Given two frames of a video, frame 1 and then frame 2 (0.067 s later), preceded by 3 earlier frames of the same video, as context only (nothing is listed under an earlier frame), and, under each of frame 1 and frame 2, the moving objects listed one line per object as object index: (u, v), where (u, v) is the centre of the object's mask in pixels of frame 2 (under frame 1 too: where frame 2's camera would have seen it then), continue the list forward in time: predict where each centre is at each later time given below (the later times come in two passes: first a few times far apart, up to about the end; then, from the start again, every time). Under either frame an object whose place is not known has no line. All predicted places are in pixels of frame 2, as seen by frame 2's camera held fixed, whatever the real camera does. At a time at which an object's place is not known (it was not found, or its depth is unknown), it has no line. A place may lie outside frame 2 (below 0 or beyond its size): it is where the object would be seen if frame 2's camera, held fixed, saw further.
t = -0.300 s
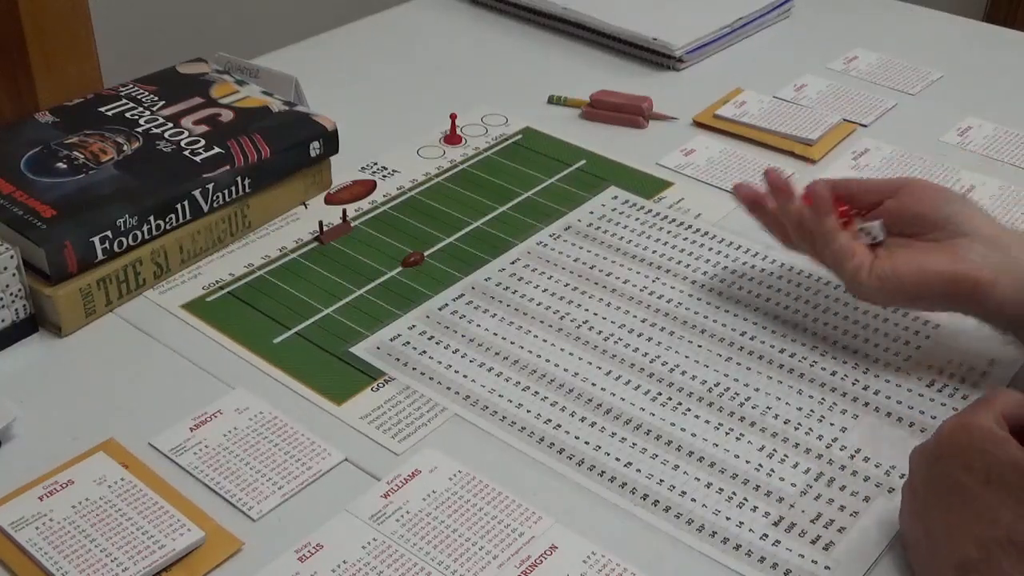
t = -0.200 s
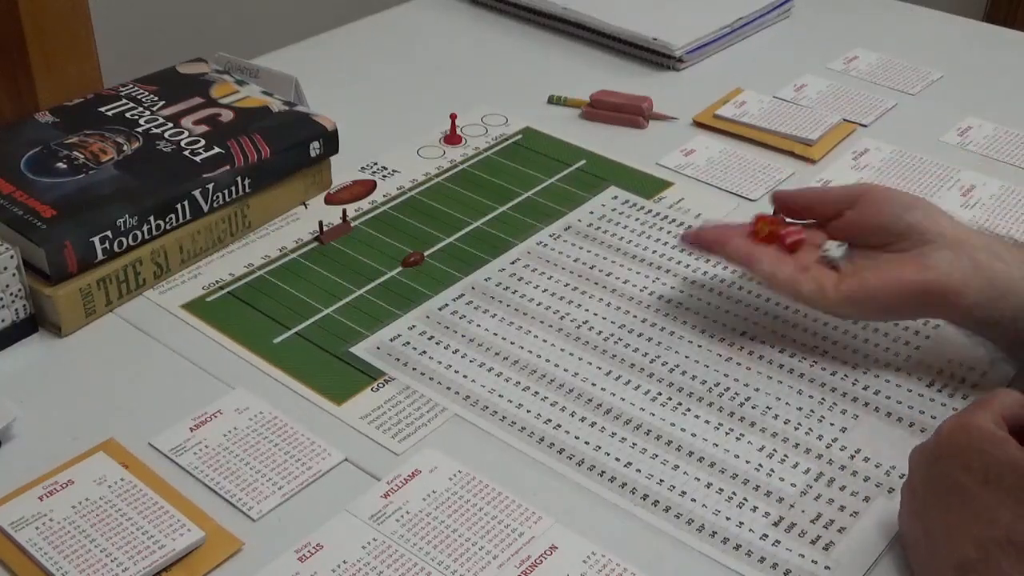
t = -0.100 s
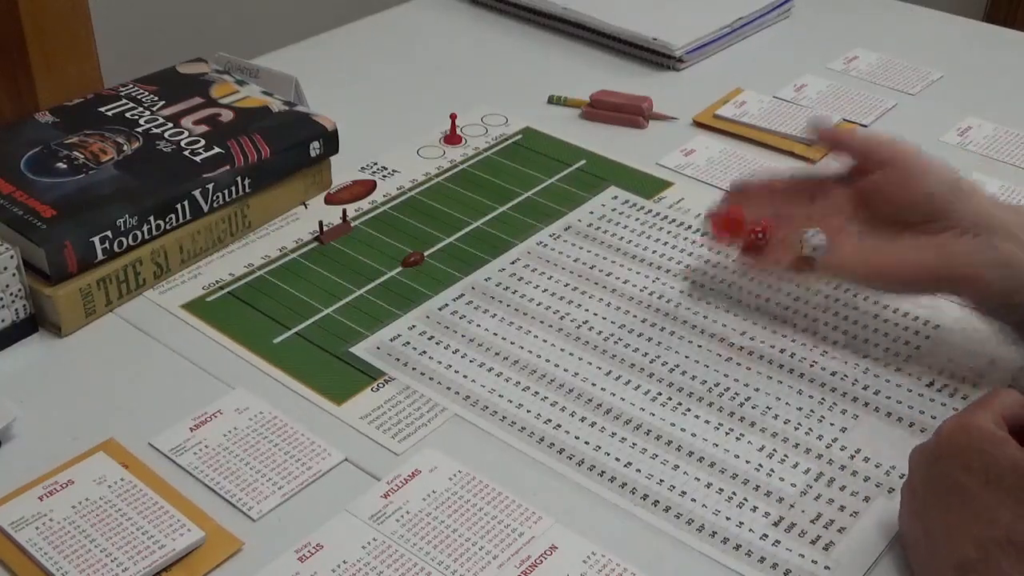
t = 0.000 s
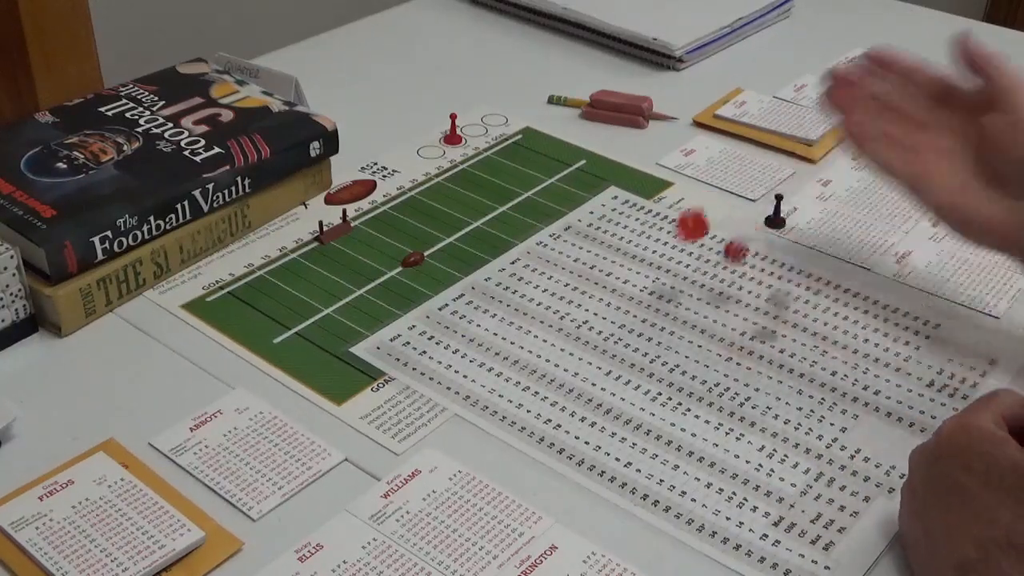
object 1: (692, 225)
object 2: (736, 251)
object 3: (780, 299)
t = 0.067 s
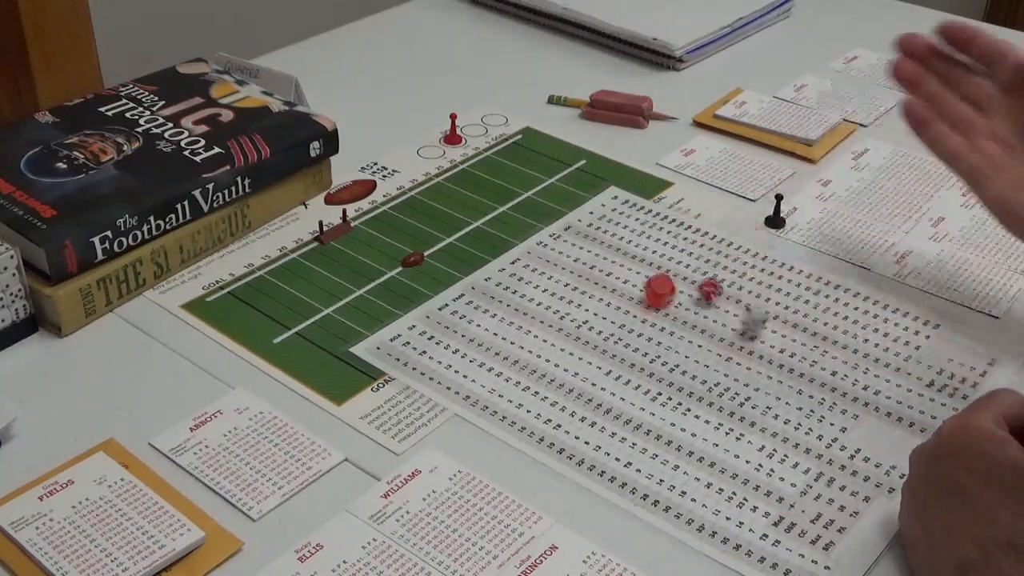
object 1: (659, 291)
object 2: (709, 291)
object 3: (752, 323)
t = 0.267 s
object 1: (606, 320)
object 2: (662, 294)
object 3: (707, 318)
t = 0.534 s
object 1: (608, 352)
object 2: (661, 294)
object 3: (707, 318)
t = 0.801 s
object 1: (644, 384)
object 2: (662, 294)
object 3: (707, 318)
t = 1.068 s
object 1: (658, 416)
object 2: (662, 294)
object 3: (707, 318)
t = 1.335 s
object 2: (662, 294)
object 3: (707, 318)
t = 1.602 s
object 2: (662, 294)
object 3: (707, 318)
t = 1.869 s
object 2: (662, 294)
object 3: (707, 318)
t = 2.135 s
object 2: (662, 294)
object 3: (707, 318)
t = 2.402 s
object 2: (662, 294)
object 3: (707, 318)
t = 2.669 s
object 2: (662, 294)
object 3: (707, 318)
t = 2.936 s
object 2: (662, 294)
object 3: (707, 318)
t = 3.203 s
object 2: (662, 294)
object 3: (707, 318)
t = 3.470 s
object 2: (662, 294)
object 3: (707, 318)
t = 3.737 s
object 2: (662, 294)
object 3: (707, 318)
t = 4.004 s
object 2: (662, 294)
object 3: (707, 319)
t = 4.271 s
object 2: (662, 294)
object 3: (707, 318)
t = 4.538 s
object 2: (662, 294)
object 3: (707, 318)
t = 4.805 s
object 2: (662, 294)
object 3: (707, 318)
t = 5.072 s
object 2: (662, 294)
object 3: (707, 318)
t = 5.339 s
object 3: (707, 318)
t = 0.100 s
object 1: (649, 286)
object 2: (695, 294)
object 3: (739, 323)
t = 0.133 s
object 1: (636, 296)
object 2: (681, 294)
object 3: (727, 323)
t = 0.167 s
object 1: (624, 306)
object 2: (671, 294)
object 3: (718, 320)
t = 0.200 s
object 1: (617, 311)
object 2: (664, 294)
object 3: (710, 321)
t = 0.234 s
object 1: (611, 316)
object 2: (662, 294)
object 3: (707, 318)
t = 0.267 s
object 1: (606, 320)
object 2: (662, 294)
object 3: (707, 318)
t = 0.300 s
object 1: (603, 322)
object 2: (661, 294)
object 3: (707, 318)
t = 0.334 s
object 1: (600, 325)
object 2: (661, 294)
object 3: (707, 318)
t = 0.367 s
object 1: (598, 330)
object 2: (661, 294)
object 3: (707, 319)
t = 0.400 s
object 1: (597, 334)
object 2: (661, 294)
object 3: (707, 318)
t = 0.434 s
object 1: (597, 339)
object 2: (662, 294)
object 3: (707, 318)
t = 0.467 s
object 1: (600, 344)
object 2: (661, 294)
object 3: (707, 319)
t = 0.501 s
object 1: (604, 347)
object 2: (661, 294)
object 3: (707, 318)
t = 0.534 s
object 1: (608, 352)
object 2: (661, 294)
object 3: (707, 318)
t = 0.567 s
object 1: (614, 355)
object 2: (661, 294)
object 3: (707, 319)
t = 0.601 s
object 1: (620, 359)
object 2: (662, 294)
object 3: (707, 319)
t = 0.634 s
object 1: (623, 363)
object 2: (662, 294)
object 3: (707, 318)
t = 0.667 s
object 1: (627, 367)
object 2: (662, 294)
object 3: (707, 319)
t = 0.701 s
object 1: (632, 372)
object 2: (662, 294)
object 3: (707, 318)
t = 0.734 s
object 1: (637, 375)
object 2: (662, 294)
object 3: (707, 318)
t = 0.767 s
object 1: (641, 380)
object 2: (662, 294)
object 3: (707, 318)
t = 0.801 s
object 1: (644, 384)
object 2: (662, 294)
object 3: (707, 318)
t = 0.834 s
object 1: (647, 388)
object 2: (662, 294)
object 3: (707, 318)
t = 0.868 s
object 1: (651, 391)
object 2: (662, 294)
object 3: (707, 318)
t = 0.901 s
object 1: (653, 394)
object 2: (662, 294)
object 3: (707, 318)
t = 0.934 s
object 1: (655, 399)
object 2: (662, 294)
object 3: (707, 318)
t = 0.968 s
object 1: (657, 404)
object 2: (662, 294)
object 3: (707, 318)
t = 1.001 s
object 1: (658, 408)
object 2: (662, 294)
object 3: (707, 318)
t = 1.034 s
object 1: (658, 413)
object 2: (662, 294)
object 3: (707, 318)
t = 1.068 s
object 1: (658, 416)
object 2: (662, 294)
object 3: (707, 318)
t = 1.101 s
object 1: (659, 418)
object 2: (662, 294)
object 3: (707, 318)
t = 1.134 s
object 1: (657, 424)
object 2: (662, 294)
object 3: (707, 318)
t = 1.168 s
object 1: (655, 427)
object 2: (662, 294)
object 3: (707, 318)
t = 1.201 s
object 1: (655, 431)
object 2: (662, 294)
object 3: (707, 318)
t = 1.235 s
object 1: (652, 437)
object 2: (662, 294)
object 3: (707, 318)
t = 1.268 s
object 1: (648, 439)
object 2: (662, 294)
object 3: (707, 318)
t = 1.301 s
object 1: (644, 444)
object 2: (662, 294)
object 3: (707, 319)
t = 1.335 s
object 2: (662, 294)
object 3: (707, 318)
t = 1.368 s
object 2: (662, 294)
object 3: (707, 318)
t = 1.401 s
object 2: (662, 294)
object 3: (707, 319)
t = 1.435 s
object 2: (662, 294)
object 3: (707, 318)
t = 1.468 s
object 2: (662, 294)
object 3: (707, 318)
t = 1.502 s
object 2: (662, 294)
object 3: (707, 319)
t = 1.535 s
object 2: (662, 294)
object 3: (707, 318)
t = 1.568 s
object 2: (662, 294)
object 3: (707, 318)
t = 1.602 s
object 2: (662, 294)
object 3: (707, 318)
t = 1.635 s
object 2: (662, 294)
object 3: (707, 318)
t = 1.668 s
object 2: (662, 294)
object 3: (707, 318)
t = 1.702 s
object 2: (662, 294)
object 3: (707, 318)
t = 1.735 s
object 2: (662, 294)
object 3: (707, 318)
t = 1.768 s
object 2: (662, 294)
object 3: (707, 319)
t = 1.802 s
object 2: (662, 294)
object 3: (707, 318)
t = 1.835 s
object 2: (662, 294)
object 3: (707, 318)
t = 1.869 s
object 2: (662, 294)
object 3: (707, 318)
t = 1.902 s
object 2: (662, 294)
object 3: (707, 318)
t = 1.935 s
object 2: (662, 294)
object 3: (707, 318)
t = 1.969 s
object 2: (662, 294)
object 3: (707, 318)
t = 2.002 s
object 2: (662, 294)
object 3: (707, 318)
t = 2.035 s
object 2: (662, 294)
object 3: (707, 318)
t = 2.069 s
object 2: (662, 294)
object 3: (707, 318)
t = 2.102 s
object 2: (662, 294)
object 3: (707, 318)
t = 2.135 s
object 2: (662, 294)
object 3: (707, 318)
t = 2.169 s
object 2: (662, 294)
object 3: (707, 318)
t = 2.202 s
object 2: (662, 294)
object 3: (707, 318)
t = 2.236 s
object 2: (662, 294)
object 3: (707, 319)
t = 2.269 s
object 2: (662, 294)
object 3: (707, 318)
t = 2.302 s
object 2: (662, 294)
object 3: (707, 318)
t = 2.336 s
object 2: (662, 294)
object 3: (707, 318)
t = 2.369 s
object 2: (662, 294)
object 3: (707, 319)
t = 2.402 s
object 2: (662, 294)
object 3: (707, 318)
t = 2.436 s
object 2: (662, 294)
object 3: (707, 319)
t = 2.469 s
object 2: (662, 294)
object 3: (707, 318)
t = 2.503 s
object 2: (662, 294)
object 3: (707, 318)
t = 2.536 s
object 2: (662, 294)
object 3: (707, 318)
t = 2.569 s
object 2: (662, 294)
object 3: (707, 318)
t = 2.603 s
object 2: (662, 294)
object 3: (707, 318)
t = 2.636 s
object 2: (662, 294)
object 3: (707, 318)
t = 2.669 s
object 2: (662, 294)
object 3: (707, 318)
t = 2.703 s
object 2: (662, 294)
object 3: (707, 318)
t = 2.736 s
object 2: (662, 294)
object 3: (707, 318)
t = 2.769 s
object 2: (662, 294)
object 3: (707, 318)
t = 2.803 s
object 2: (662, 294)
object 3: (707, 318)
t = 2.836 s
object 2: (662, 294)
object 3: (707, 318)
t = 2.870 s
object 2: (662, 294)
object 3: (707, 318)
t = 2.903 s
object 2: (662, 294)
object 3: (707, 318)
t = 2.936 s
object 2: (662, 294)
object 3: (707, 318)
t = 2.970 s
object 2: (662, 294)
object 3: (707, 318)
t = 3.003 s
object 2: (662, 294)
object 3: (707, 318)
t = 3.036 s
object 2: (662, 294)
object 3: (707, 318)
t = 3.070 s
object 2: (662, 294)
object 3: (707, 318)
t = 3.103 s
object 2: (662, 294)
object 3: (707, 318)
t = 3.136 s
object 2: (662, 294)
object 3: (707, 318)
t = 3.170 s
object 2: (662, 294)
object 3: (707, 318)
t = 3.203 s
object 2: (662, 294)
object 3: (707, 318)
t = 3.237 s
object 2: (662, 294)
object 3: (707, 318)
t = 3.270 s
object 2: (662, 294)
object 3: (707, 318)
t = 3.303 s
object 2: (662, 294)
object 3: (707, 318)
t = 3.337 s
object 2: (662, 294)
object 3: (707, 318)
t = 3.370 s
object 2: (662, 294)
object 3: (707, 318)
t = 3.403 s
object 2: (662, 294)
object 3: (707, 318)
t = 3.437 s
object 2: (662, 294)
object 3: (707, 318)
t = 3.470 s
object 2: (662, 294)
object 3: (707, 318)
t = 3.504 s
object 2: (662, 294)
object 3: (707, 318)
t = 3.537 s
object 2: (662, 294)
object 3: (707, 318)
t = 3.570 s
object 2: (662, 294)
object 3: (707, 318)
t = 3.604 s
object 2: (662, 294)
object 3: (707, 318)
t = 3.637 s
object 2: (662, 294)
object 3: (707, 318)
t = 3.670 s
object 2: (662, 294)
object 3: (707, 318)
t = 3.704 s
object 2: (662, 294)
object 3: (707, 318)
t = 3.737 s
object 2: (662, 294)
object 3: (707, 318)
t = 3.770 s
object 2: (662, 294)
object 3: (707, 318)
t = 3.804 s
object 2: (662, 294)
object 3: (707, 318)
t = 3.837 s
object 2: (662, 294)
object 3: (707, 318)
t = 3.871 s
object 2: (662, 294)
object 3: (707, 318)
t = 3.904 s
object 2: (662, 294)
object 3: (707, 319)
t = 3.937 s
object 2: (662, 294)
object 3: (707, 319)
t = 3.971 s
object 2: (662, 294)
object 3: (707, 319)
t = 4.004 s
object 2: (662, 294)
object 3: (707, 319)
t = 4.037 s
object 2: (662, 294)
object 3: (707, 319)
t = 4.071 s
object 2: (662, 294)
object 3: (707, 318)
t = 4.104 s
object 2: (662, 294)
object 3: (707, 318)
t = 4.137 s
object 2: (662, 294)
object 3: (707, 318)
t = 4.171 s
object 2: (662, 294)
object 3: (707, 318)
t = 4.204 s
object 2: (662, 294)
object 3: (707, 318)
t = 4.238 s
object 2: (662, 294)
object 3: (707, 318)
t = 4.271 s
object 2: (662, 294)
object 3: (707, 318)
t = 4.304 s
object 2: (662, 294)
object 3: (707, 319)
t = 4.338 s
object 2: (662, 294)
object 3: (707, 319)
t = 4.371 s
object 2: (662, 294)
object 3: (707, 319)
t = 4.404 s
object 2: (662, 294)
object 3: (707, 319)
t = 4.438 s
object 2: (662, 294)
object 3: (707, 319)
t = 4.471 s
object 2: (662, 294)
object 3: (707, 319)
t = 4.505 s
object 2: (662, 294)
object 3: (707, 319)
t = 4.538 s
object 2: (662, 294)
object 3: (707, 318)
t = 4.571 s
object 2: (662, 294)
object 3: (707, 318)
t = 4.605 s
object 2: (662, 294)
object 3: (707, 318)
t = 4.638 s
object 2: (662, 294)
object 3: (707, 319)
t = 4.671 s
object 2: (662, 294)
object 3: (707, 318)
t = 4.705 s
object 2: (662, 294)
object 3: (707, 319)
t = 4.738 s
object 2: (662, 294)
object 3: (707, 318)
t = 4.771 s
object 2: (662, 294)
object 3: (707, 318)
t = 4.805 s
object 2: (662, 294)
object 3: (707, 318)
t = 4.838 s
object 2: (662, 294)
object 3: (706, 318)
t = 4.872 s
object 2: (662, 294)
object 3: (706, 318)
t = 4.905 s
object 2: (662, 294)
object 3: (706, 318)
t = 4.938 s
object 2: (662, 294)
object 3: (706, 318)
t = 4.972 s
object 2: (662, 294)
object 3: (706, 318)
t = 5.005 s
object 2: (662, 294)
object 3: (706, 318)
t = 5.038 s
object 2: (662, 294)
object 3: (706, 318)
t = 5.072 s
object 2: (662, 294)
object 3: (707, 318)
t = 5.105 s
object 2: (662, 294)
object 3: (707, 318)
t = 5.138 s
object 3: (706, 318)
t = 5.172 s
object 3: (706, 318)
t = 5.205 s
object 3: (707, 317)
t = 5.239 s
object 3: (706, 318)
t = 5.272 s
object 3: (706, 318)
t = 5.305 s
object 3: (707, 318)
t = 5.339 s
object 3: (707, 318)
